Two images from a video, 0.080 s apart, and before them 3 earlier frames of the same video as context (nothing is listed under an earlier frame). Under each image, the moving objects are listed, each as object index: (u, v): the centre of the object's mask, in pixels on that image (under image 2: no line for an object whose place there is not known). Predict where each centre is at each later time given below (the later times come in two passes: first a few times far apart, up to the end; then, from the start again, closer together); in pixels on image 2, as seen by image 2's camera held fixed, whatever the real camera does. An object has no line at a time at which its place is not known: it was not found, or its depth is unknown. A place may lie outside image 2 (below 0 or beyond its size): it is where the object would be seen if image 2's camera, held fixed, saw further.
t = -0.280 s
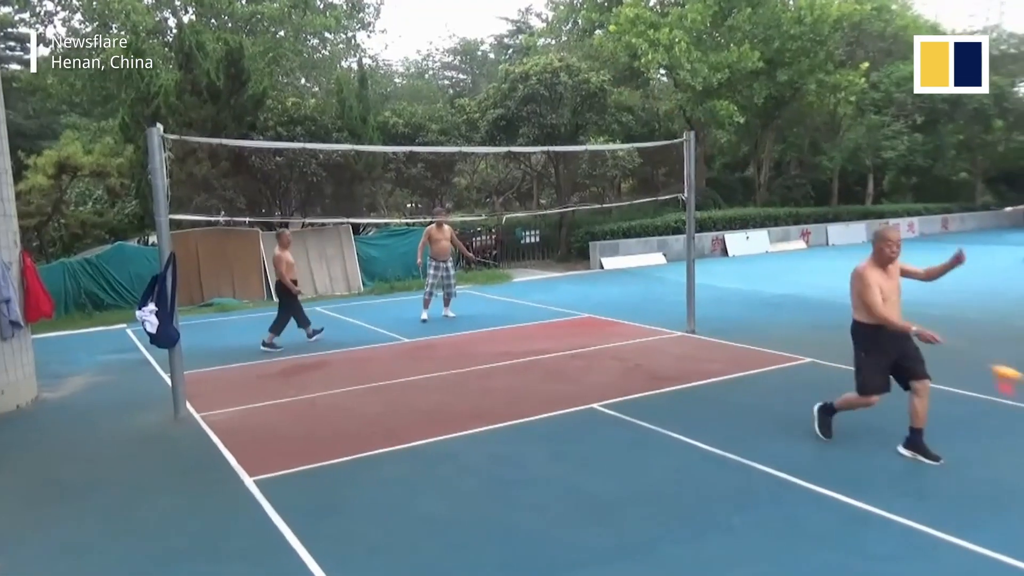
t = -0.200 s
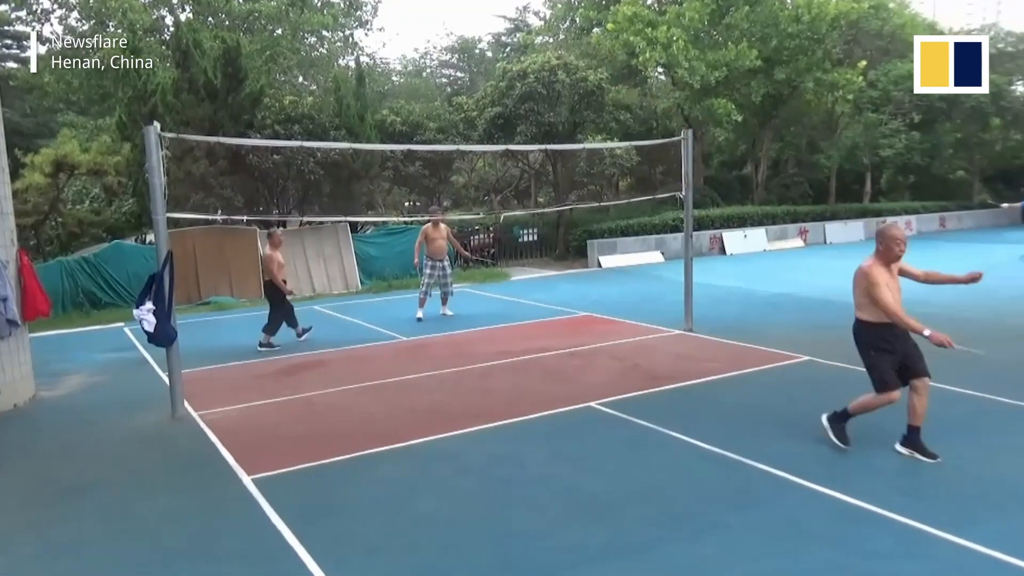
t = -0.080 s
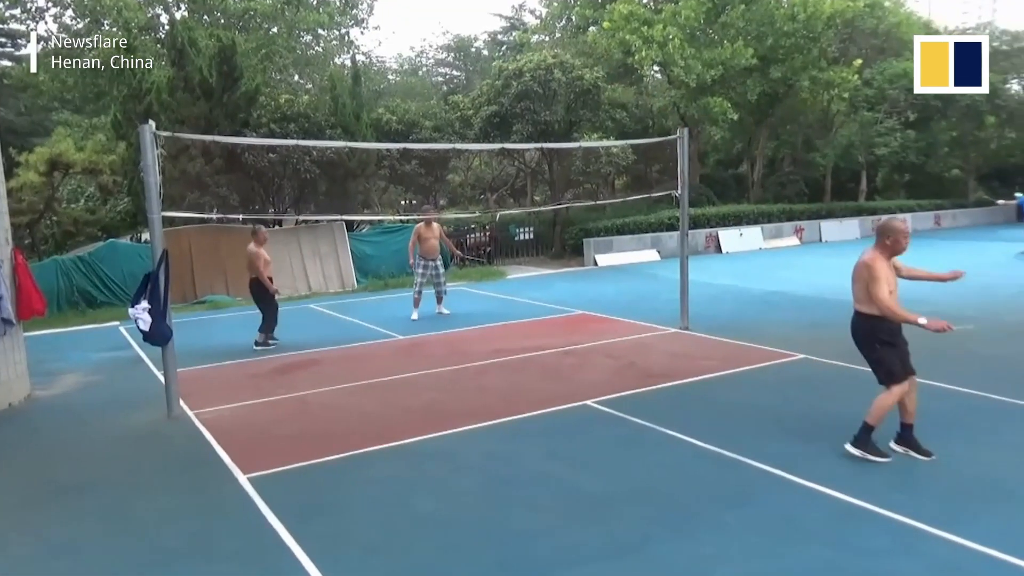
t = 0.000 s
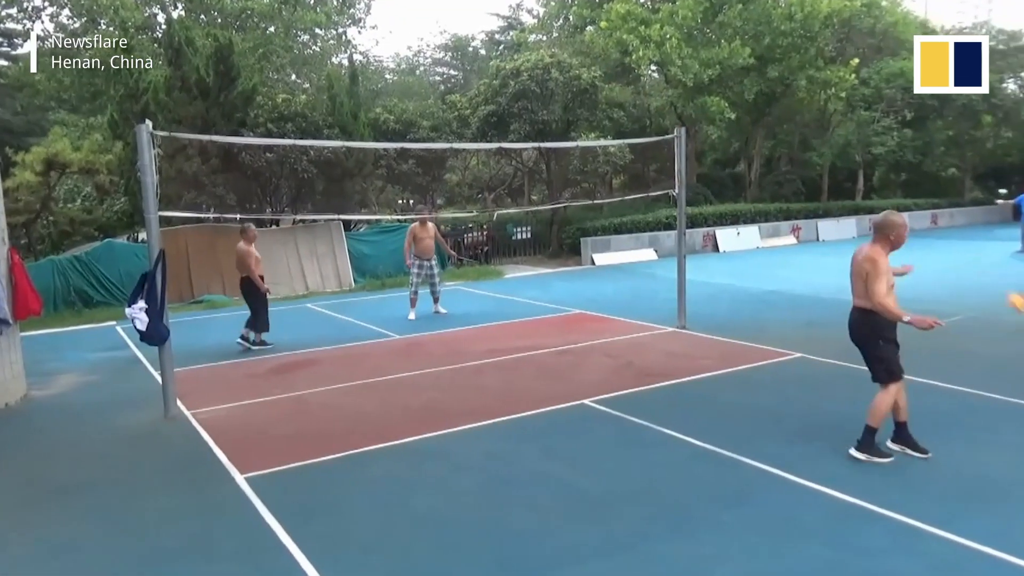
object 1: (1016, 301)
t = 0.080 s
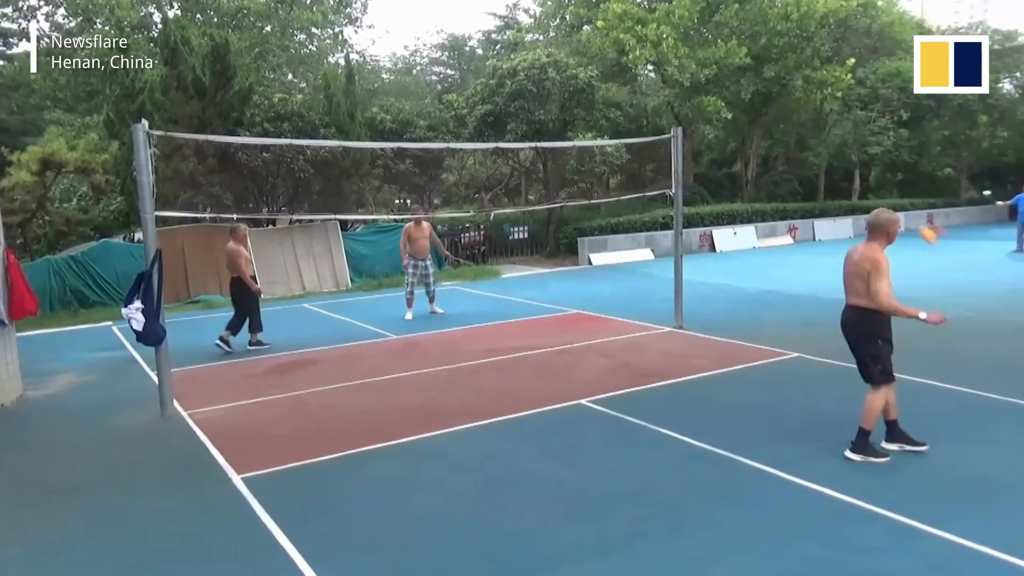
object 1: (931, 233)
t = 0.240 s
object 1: (793, 146)
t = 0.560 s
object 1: (610, 88)
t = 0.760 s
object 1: (535, 101)
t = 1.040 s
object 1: (461, 159)
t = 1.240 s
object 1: (420, 220)
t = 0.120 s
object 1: (893, 205)
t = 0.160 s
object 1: (858, 183)
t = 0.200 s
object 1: (824, 163)
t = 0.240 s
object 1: (793, 146)
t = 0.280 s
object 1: (764, 131)
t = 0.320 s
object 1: (738, 119)
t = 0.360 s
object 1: (713, 109)
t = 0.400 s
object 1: (690, 101)
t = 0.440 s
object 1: (669, 95)
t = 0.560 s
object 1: (610, 88)
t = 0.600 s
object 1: (595, 88)
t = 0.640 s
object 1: (578, 90)
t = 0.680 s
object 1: (563, 92)
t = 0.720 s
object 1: (548, 96)
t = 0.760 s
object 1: (535, 101)
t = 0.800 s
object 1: (522, 106)
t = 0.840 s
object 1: (510, 114)
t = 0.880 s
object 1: (500, 122)
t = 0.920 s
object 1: (488, 130)
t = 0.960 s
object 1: (479, 138)
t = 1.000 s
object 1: (469, 151)
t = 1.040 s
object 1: (461, 159)
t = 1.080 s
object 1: (451, 170)
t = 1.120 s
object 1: (443, 181)
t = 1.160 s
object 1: (435, 195)
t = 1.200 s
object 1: (427, 207)
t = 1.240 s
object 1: (420, 220)
